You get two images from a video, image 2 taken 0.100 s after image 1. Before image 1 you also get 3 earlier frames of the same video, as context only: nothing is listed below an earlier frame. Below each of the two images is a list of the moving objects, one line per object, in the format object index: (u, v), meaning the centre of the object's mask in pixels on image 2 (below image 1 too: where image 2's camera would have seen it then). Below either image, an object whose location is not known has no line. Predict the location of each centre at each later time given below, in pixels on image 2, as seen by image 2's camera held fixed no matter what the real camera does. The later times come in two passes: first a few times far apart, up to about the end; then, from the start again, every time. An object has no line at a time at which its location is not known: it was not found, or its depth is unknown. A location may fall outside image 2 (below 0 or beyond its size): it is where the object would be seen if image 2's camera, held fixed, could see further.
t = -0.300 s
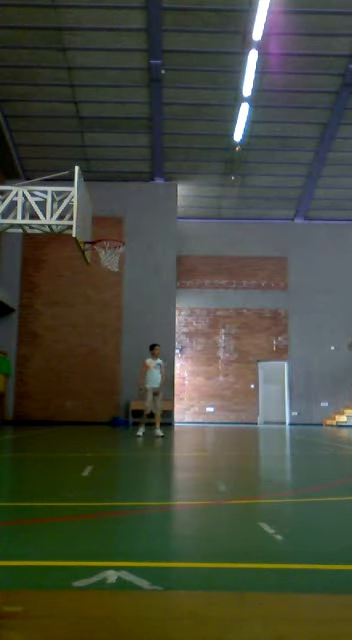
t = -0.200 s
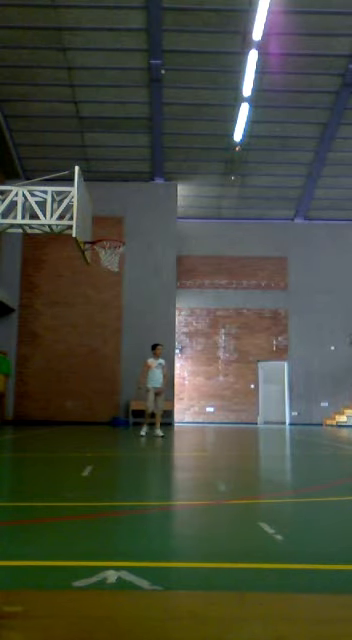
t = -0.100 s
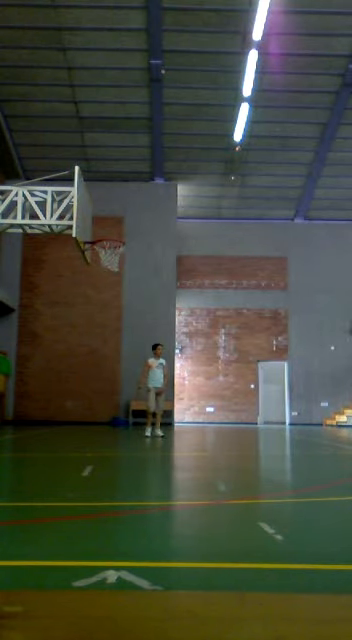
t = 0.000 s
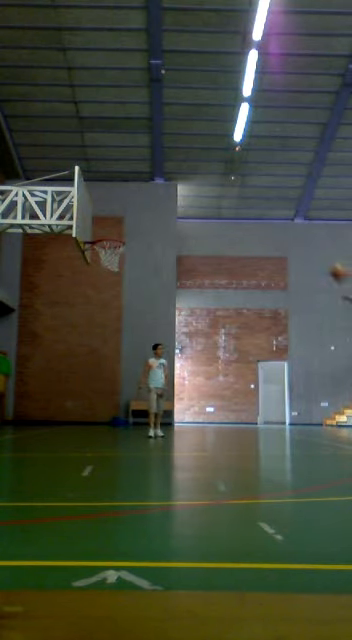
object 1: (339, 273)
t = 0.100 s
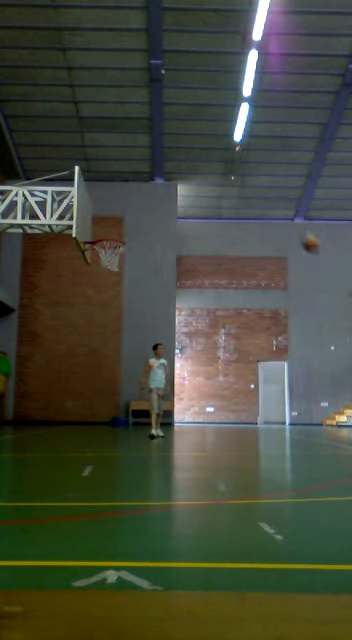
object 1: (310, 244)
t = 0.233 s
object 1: (273, 215)
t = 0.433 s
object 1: (222, 194)
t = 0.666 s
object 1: (165, 200)
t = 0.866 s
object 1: (117, 227)
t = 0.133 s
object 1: (301, 235)
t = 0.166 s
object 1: (292, 229)
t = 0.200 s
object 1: (283, 221)
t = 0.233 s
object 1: (273, 215)
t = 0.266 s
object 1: (264, 210)
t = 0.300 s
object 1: (257, 205)
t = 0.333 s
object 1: (248, 201)
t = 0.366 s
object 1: (240, 199)
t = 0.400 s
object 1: (231, 195)
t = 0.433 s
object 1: (222, 194)
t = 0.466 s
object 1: (214, 193)
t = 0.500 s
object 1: (206, 192)
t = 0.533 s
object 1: (198, 193)
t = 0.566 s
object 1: (189, 194)
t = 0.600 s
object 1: (182, 196)
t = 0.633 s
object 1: (173, 197)
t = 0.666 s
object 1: (165, 200)
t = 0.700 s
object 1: (157, 202)
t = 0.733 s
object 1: (149, 206)
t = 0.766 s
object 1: (141, 210)
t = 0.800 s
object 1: (134, 215)
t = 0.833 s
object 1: (125, 221)
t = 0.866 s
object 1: (117, 227)
